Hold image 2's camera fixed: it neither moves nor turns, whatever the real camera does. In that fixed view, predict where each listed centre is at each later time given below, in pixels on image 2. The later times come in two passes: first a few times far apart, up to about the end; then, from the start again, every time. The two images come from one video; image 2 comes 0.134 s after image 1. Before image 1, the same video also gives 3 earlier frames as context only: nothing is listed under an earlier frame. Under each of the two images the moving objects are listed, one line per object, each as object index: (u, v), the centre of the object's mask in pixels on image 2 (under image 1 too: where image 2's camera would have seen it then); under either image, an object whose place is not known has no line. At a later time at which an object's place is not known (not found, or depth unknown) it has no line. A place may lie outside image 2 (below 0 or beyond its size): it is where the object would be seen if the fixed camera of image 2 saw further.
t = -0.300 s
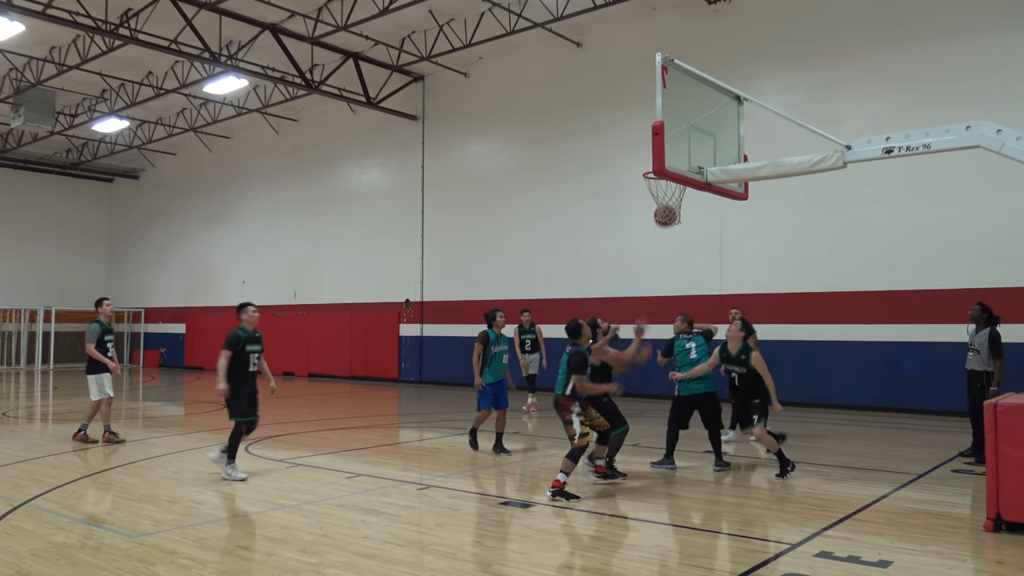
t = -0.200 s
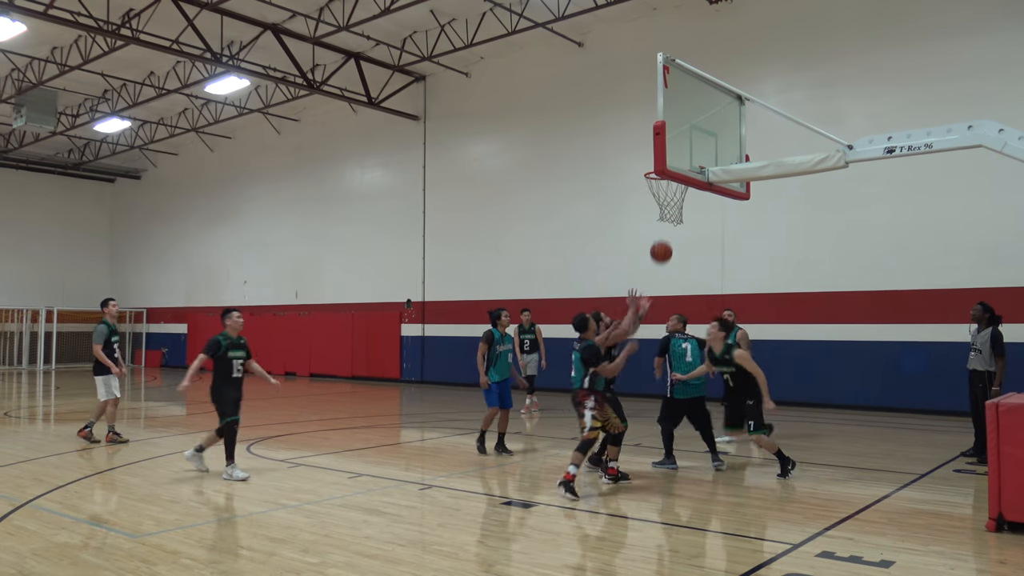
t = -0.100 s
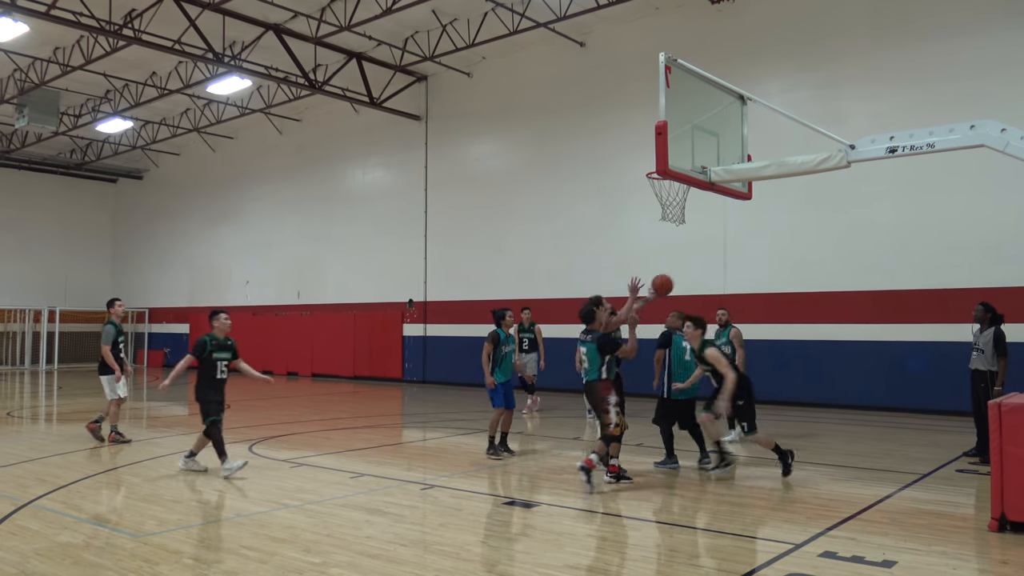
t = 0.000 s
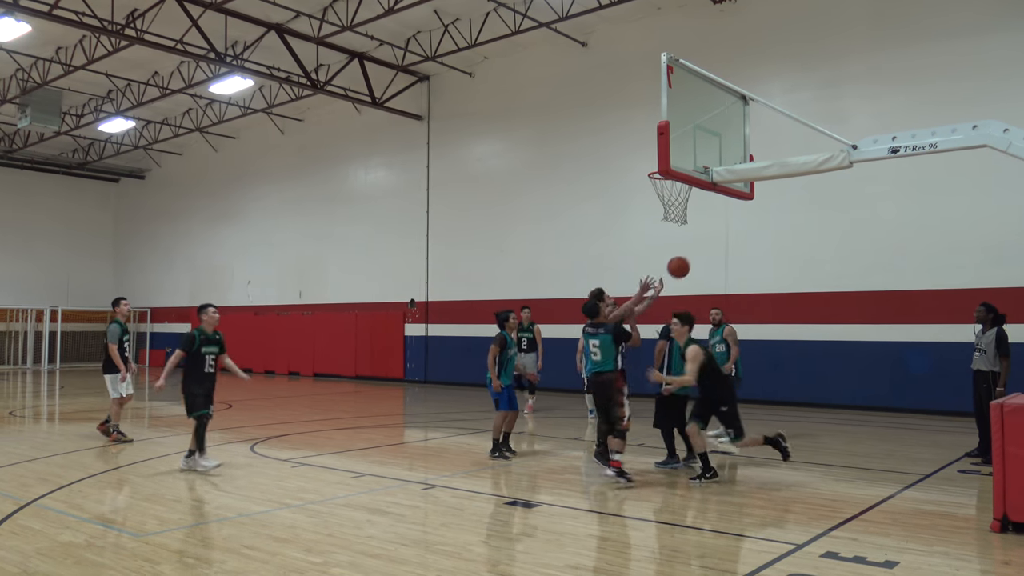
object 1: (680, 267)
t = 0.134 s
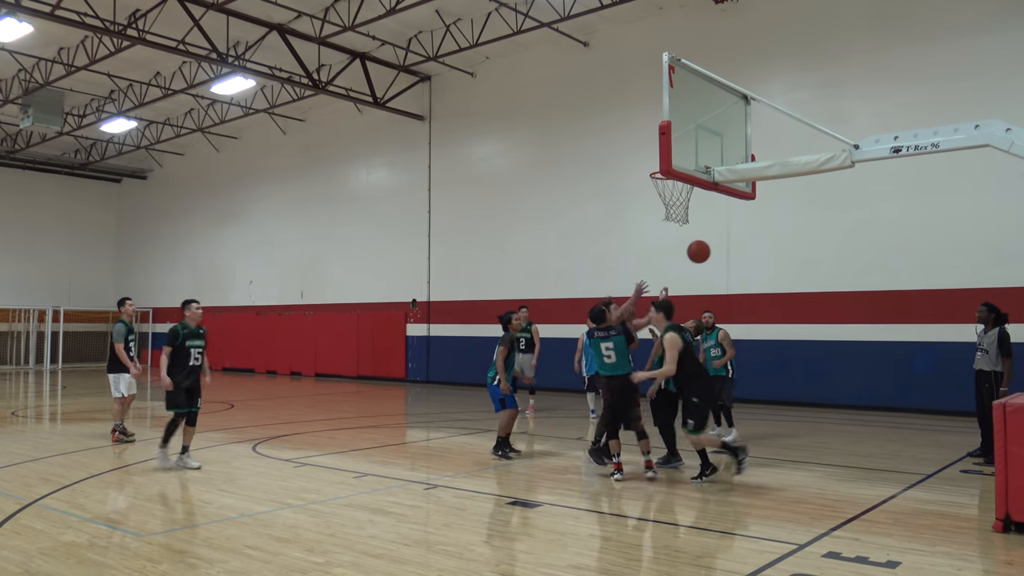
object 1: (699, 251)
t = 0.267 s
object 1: (718, 252)
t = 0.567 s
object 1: (768, 320)
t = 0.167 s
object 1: (703, 250)
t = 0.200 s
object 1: (708, 249)
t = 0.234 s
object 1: (713, 250)
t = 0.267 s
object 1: (718, 252)
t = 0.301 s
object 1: (724, 254)
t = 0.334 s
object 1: (729, 258)
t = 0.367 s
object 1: (734, 263)
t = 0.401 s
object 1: (740, 270)
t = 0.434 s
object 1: (745, 277)
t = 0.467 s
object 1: (751, 285)
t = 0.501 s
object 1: (757, 292)
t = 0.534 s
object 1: (762, 305)
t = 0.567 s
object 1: (768, 320)
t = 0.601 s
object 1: (774, 336)
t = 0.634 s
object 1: (780, 351)
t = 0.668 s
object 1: (786, 368)
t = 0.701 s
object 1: (792, 387)
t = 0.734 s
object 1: (798, 406)
